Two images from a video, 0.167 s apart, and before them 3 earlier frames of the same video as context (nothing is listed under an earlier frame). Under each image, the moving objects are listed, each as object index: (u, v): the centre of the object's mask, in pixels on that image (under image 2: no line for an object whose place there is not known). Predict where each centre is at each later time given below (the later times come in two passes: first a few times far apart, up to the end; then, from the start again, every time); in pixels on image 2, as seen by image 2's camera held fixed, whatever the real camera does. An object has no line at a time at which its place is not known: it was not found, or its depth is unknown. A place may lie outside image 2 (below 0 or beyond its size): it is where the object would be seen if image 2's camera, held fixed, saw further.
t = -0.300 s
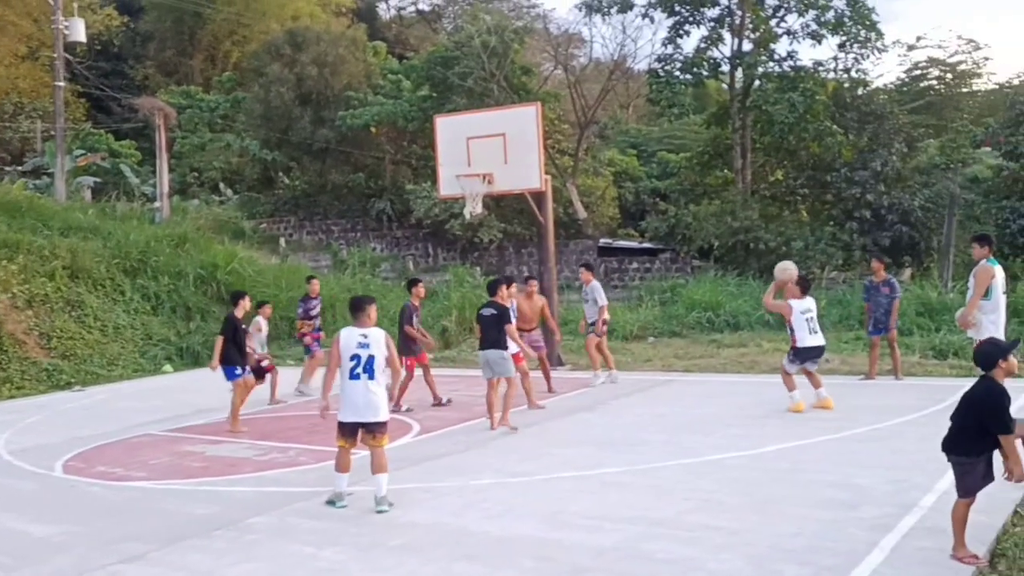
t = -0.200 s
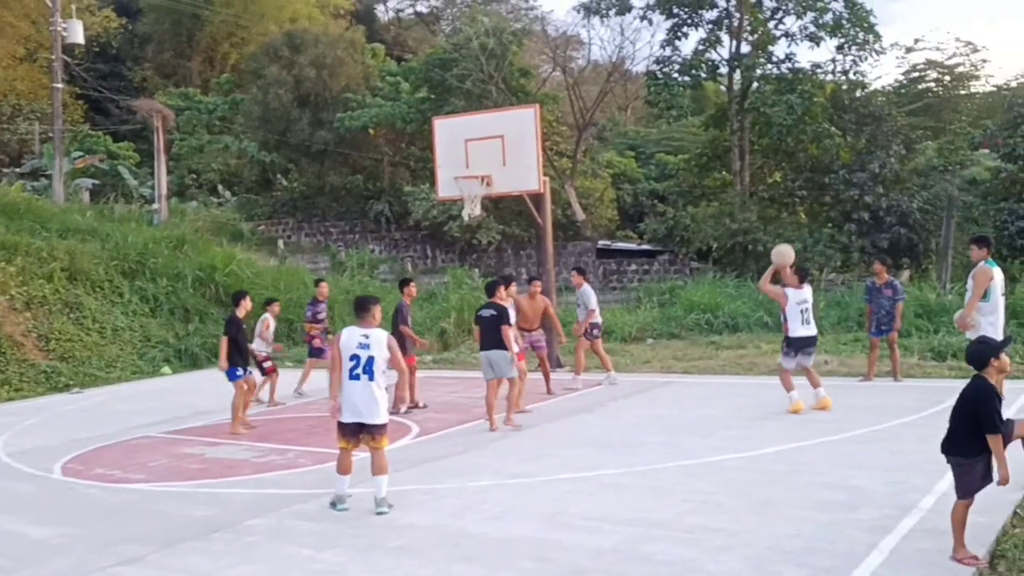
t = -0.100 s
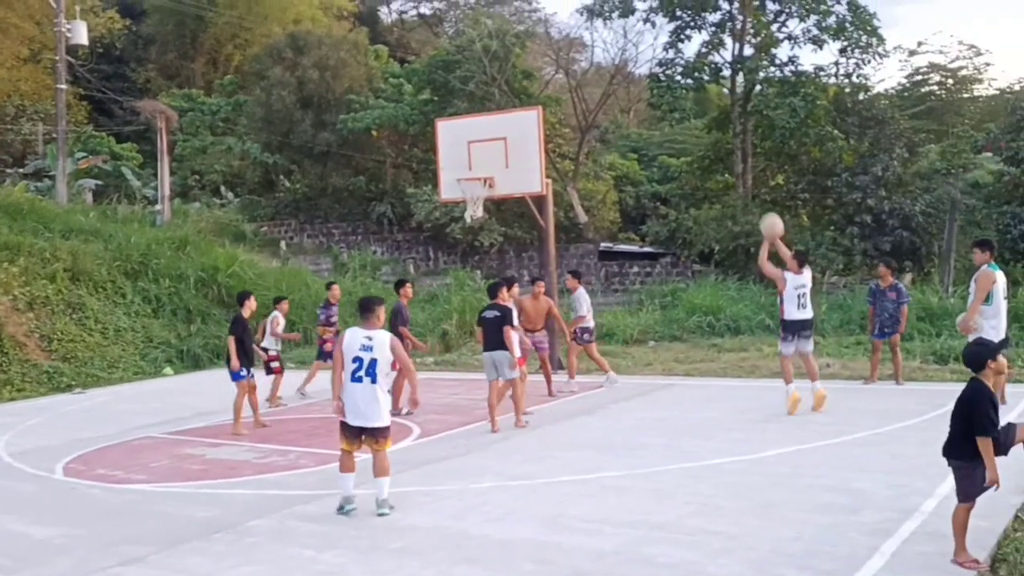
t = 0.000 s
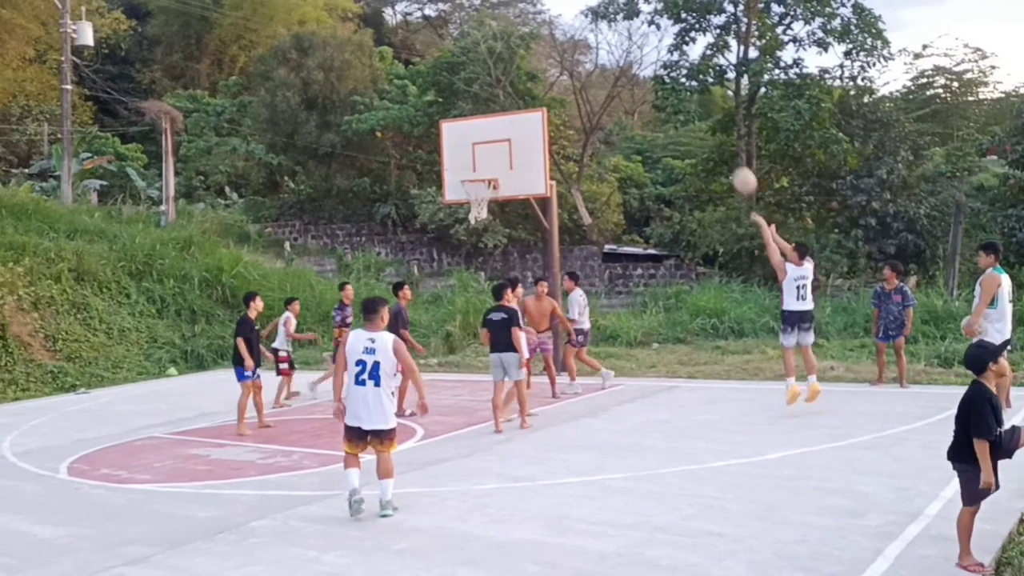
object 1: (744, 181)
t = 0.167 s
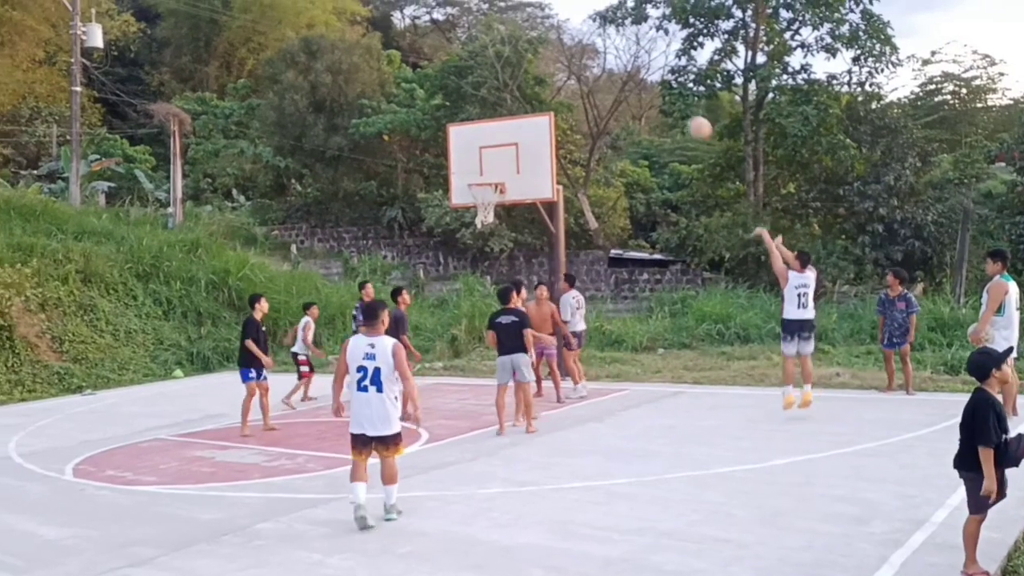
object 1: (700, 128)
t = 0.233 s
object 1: (680, 113)
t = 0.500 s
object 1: (611, 90)
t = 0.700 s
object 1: (567, 111)
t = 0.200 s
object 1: (690, 120)
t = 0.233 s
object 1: (680, 113)
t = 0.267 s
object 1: (671, 106)
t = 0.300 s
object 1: (661, 101)
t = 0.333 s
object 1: (652, 97)
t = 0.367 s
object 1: (643, 93)
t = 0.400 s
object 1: (635, 91)
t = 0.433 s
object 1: (627, 90)
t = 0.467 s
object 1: (619, 89)
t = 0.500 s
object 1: (611, 90)
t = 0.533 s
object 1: (603, 91)
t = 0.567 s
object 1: (596, 94)
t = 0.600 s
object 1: (588, 96)
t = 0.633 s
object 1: (582, 100)
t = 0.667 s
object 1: (574, 106)
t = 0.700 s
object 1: (567, 111)
